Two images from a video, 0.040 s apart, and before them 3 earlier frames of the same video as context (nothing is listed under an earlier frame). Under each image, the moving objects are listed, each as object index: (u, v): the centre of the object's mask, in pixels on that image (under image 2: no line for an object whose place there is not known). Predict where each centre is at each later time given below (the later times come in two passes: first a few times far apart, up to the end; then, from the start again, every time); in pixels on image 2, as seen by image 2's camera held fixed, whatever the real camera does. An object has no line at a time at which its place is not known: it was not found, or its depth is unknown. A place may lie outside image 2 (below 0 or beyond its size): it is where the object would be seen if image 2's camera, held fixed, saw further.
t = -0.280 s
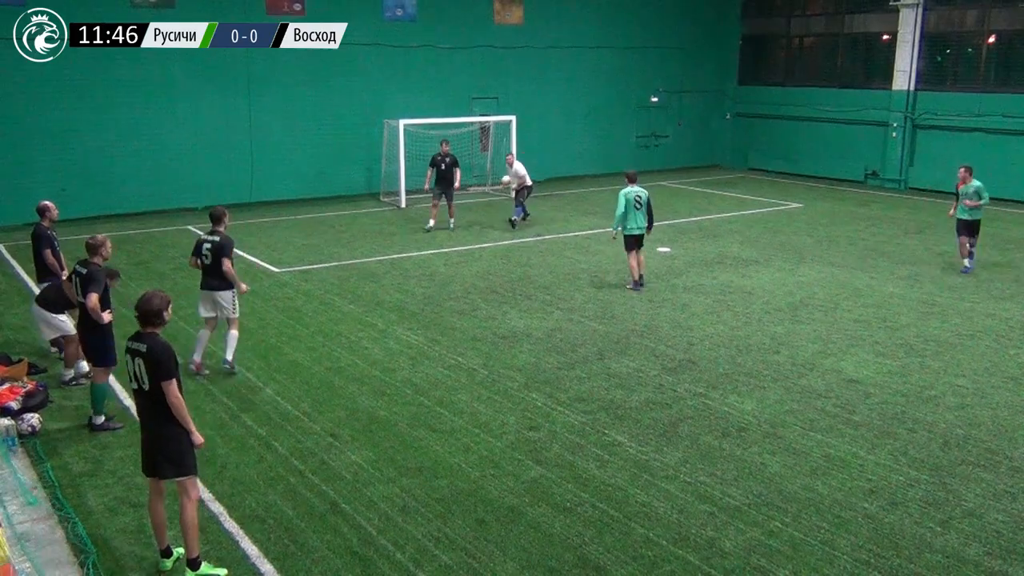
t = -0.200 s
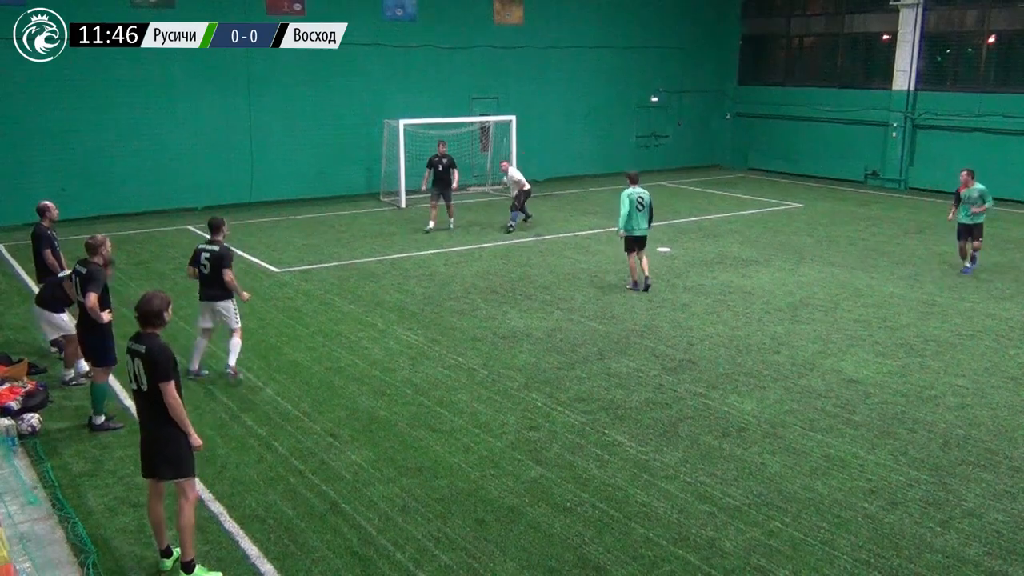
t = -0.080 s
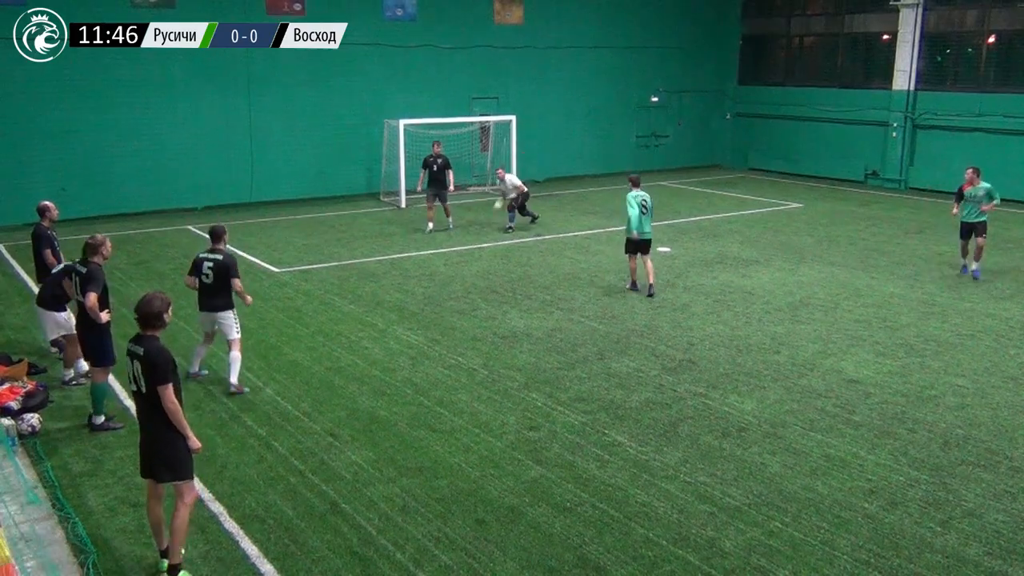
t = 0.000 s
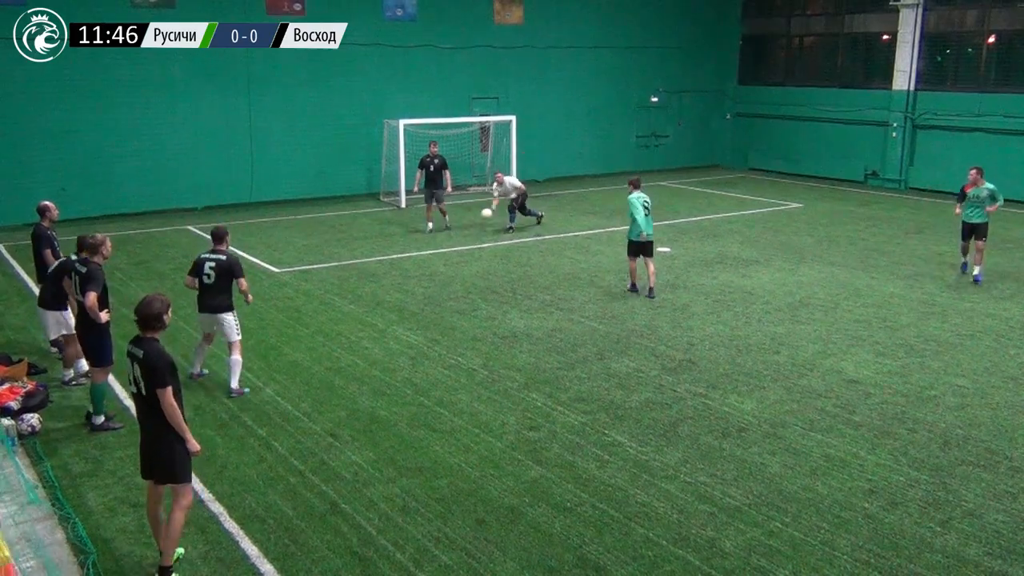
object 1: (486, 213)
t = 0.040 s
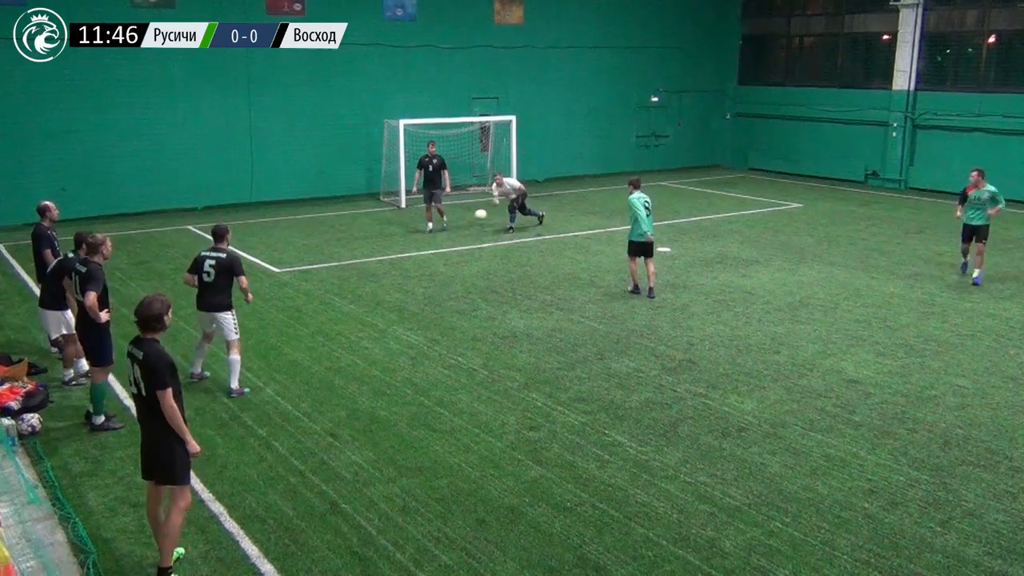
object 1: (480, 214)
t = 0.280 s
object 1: (436, 243)
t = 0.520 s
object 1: (378, 312)
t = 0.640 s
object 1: (348, 324)
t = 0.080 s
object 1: (474, 215)
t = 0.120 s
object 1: (467, 219)
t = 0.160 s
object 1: (460, 223)
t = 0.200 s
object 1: (453, 228)
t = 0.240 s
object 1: (445, 235)
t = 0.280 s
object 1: (436, 243)
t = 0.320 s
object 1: (428, 252)
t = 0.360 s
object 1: (418, 265)
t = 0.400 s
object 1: (408, 278)
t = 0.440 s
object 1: (398, 294)
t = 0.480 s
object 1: (386, 310)
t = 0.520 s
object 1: (378, 312)
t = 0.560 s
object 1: (368, 314)
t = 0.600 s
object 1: (358, 319)
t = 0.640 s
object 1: (348, 324)
